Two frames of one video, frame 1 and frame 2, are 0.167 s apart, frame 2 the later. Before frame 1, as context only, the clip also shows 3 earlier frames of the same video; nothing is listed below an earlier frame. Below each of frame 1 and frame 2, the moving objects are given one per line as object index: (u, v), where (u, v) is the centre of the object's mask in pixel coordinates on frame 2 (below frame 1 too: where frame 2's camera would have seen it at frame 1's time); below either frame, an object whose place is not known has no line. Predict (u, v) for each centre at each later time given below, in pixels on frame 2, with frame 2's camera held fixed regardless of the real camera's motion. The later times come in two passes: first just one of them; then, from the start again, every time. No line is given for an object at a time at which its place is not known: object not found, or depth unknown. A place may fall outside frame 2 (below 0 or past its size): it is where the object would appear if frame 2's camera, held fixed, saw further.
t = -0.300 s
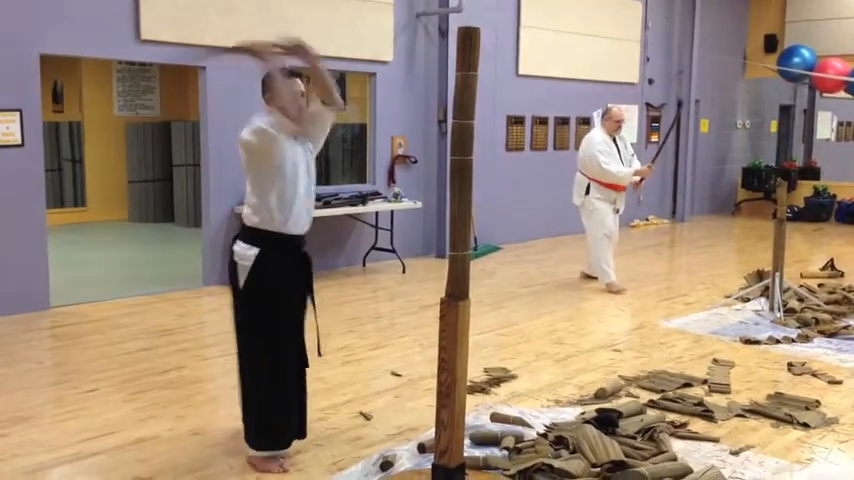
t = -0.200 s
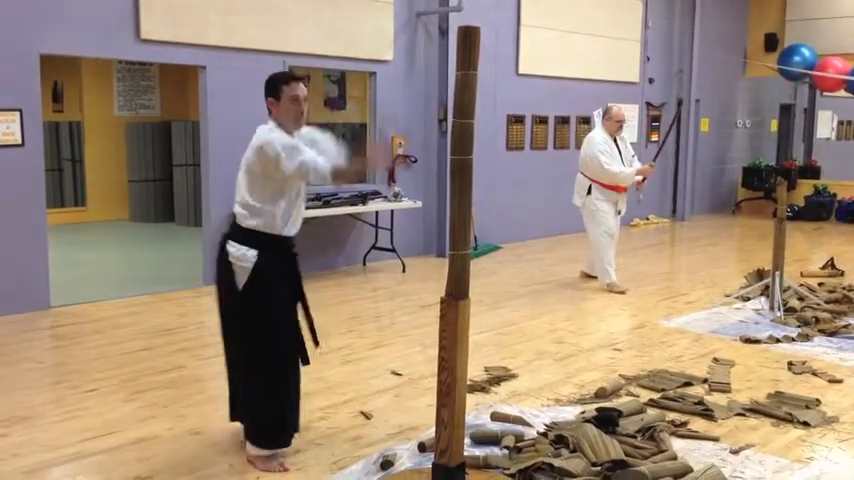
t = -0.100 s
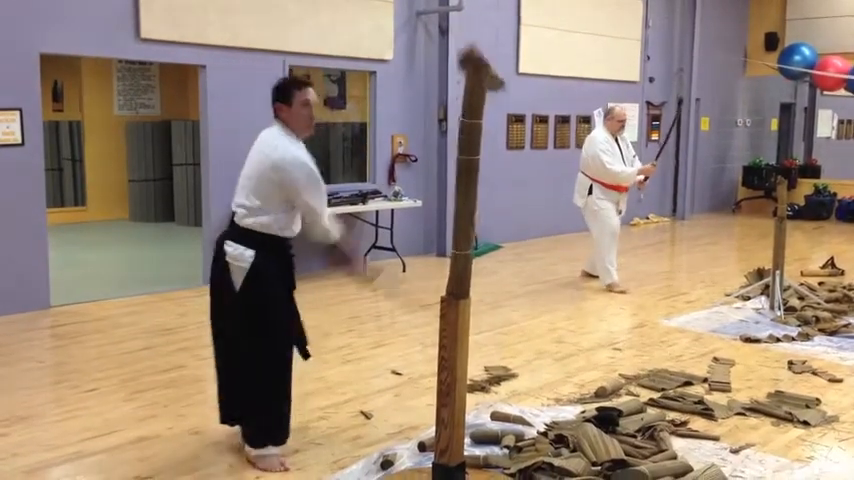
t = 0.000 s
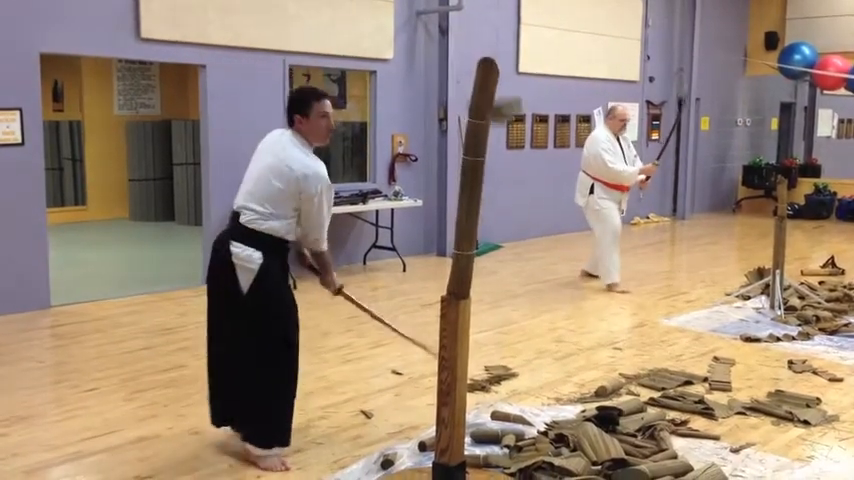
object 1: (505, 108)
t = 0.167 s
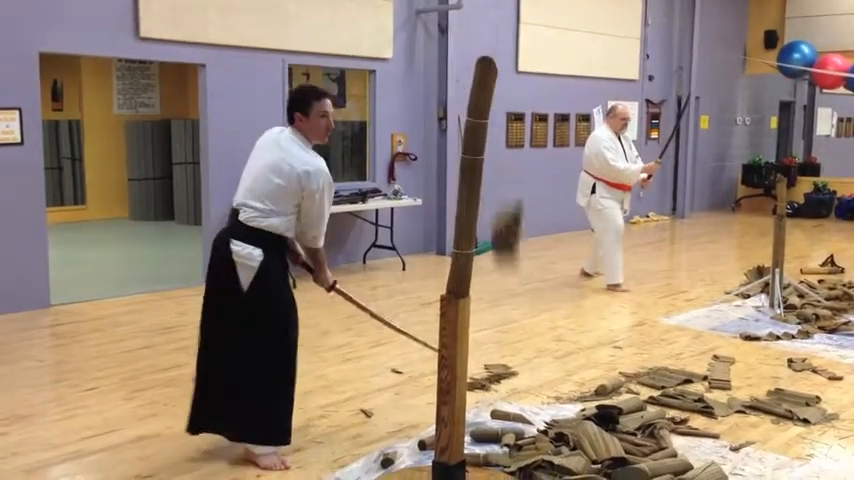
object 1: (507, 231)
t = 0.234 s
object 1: (512, 295)
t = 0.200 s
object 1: (510, 264)
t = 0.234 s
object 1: (512, 295)
